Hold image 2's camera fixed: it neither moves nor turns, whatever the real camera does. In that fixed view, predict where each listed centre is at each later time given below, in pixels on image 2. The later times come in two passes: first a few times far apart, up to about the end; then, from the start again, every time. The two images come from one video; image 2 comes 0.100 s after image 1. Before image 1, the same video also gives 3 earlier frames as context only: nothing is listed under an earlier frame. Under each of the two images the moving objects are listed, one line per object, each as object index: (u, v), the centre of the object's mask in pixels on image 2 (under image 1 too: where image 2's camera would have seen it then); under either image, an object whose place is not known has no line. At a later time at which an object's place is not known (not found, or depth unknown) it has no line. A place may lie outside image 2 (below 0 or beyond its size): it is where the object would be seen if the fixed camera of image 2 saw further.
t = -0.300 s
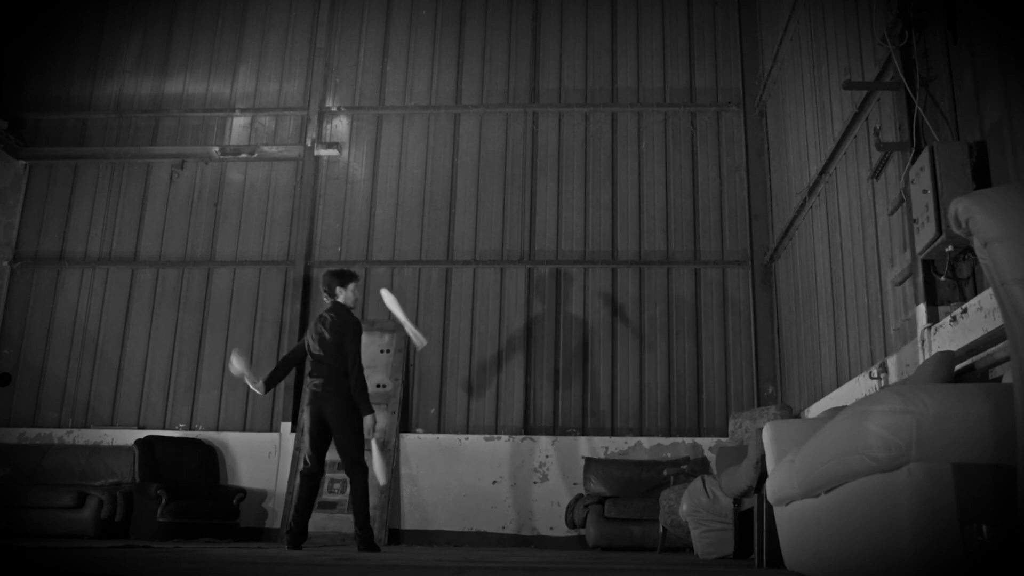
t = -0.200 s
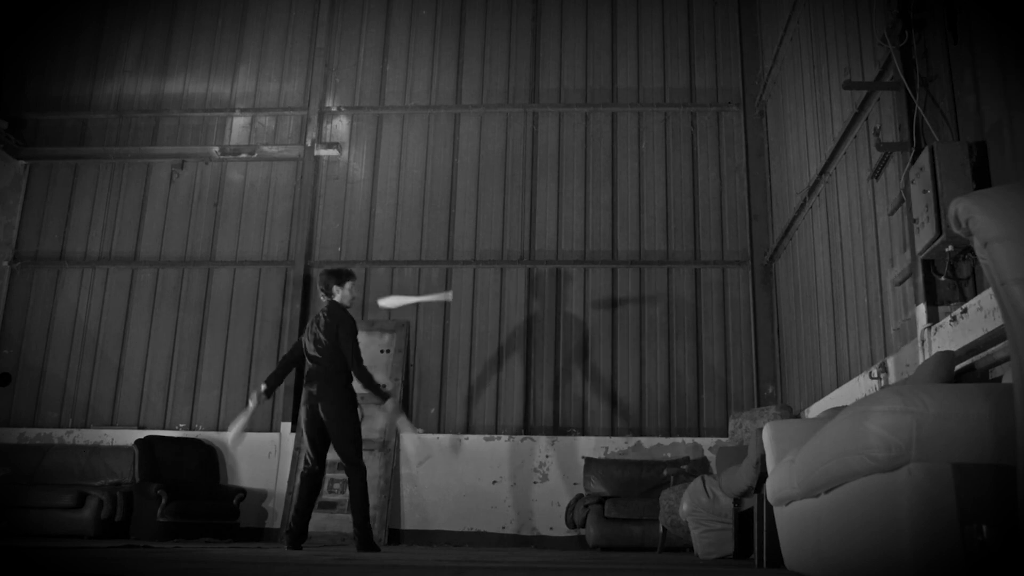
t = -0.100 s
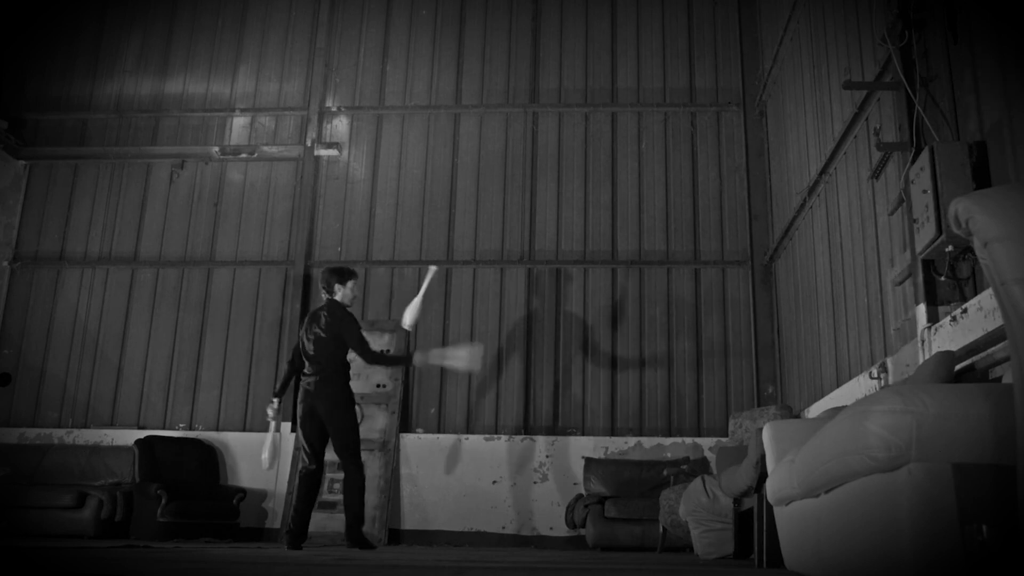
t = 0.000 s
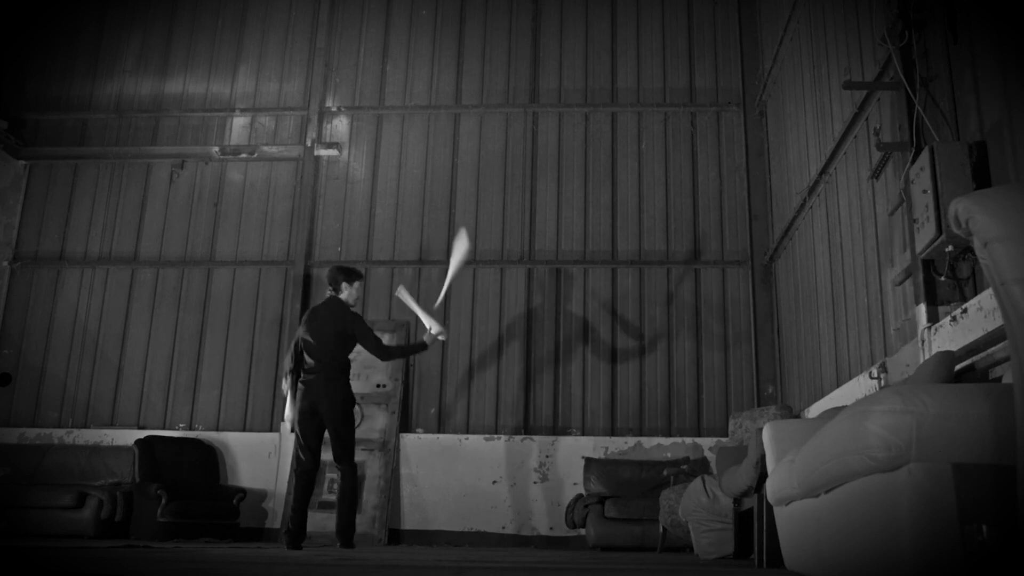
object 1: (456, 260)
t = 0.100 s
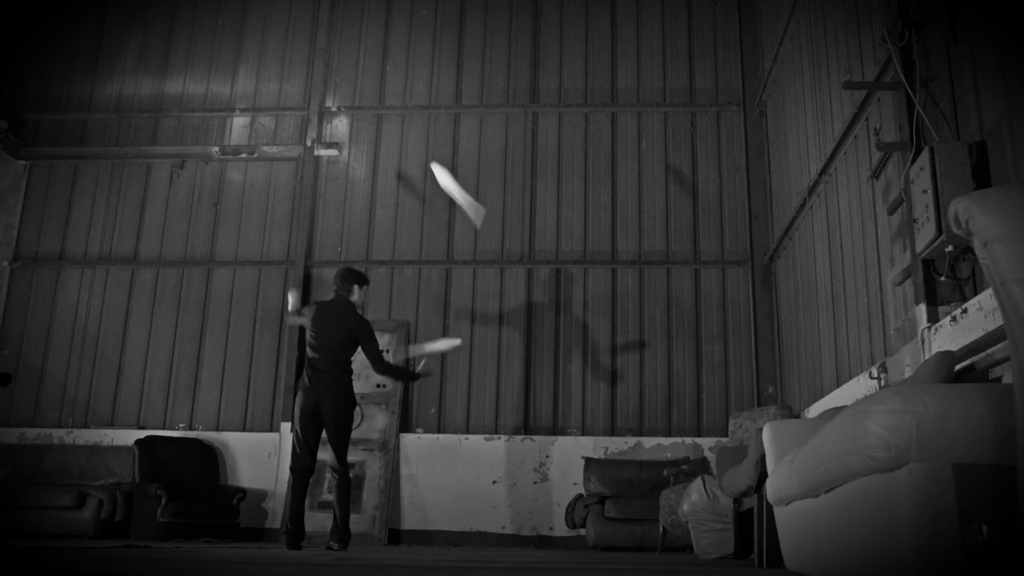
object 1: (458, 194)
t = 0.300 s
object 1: (452, 83)
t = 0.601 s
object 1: (442, 40)
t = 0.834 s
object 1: (428, 89)
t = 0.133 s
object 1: (460, 171)
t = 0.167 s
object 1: (460, 149)
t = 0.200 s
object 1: (460, 128)
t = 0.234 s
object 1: (459, 109)
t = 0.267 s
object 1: (455, 94)
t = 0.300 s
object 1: (452, 83)
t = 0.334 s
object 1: (450, 74)
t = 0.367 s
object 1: (450, 66)
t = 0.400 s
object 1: (450, 58)
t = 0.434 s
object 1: (449, 51)
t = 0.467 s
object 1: (448, 45)
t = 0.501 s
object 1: (446, 41)
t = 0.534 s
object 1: (444, 40)
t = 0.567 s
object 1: (443, 39)
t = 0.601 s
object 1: (442, 40)
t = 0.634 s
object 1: (441, 41)
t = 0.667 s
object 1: (439, 43)
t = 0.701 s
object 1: (436, 48)
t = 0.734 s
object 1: (433, 55)
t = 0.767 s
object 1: (430, 65)
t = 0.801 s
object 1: (428, 76)
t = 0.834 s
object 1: (428, 89)
